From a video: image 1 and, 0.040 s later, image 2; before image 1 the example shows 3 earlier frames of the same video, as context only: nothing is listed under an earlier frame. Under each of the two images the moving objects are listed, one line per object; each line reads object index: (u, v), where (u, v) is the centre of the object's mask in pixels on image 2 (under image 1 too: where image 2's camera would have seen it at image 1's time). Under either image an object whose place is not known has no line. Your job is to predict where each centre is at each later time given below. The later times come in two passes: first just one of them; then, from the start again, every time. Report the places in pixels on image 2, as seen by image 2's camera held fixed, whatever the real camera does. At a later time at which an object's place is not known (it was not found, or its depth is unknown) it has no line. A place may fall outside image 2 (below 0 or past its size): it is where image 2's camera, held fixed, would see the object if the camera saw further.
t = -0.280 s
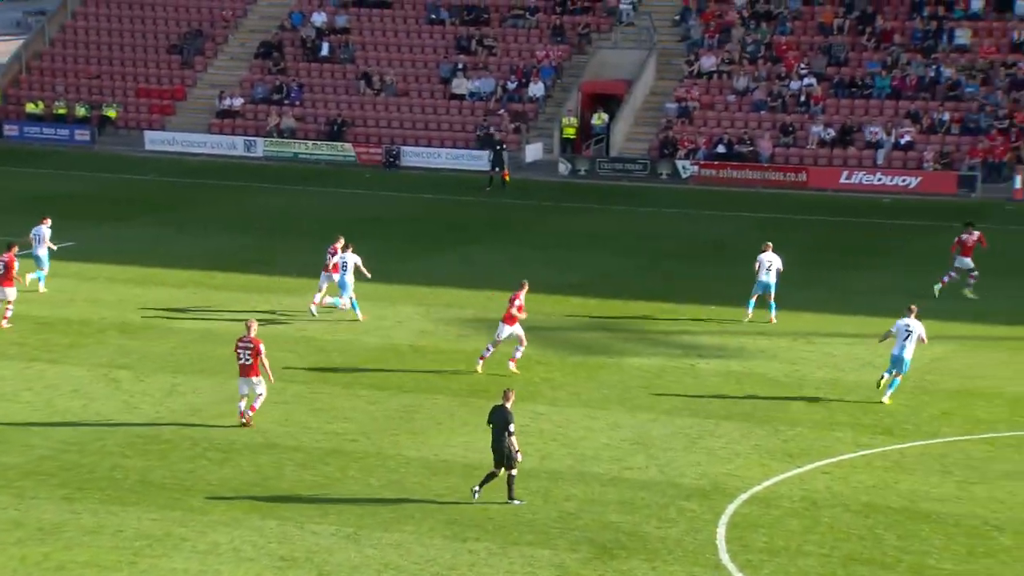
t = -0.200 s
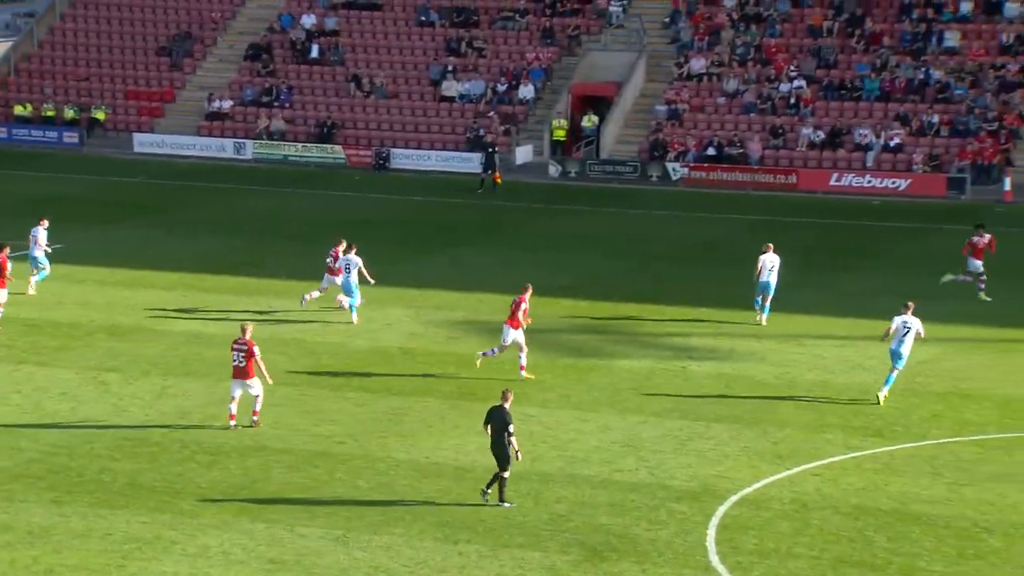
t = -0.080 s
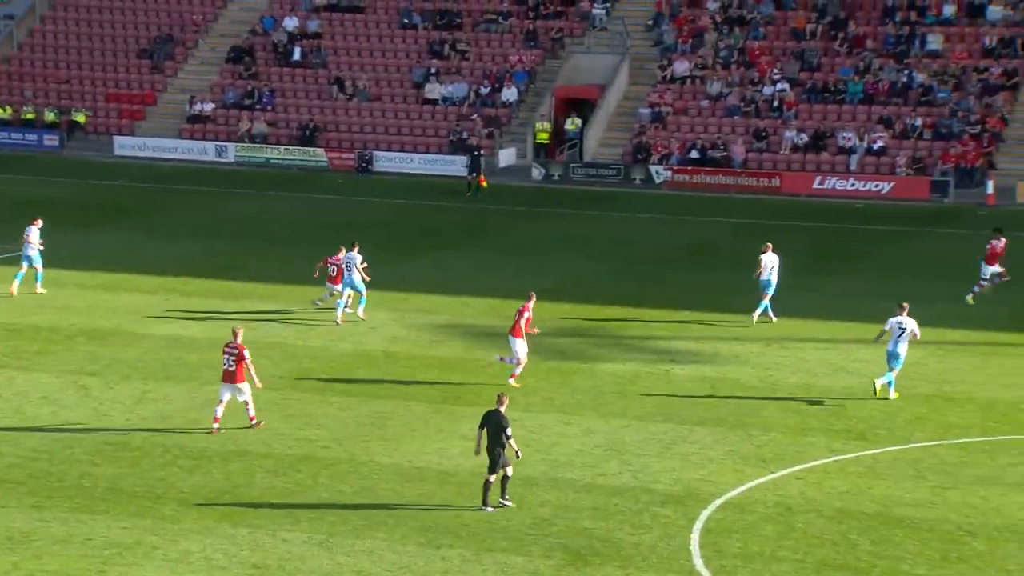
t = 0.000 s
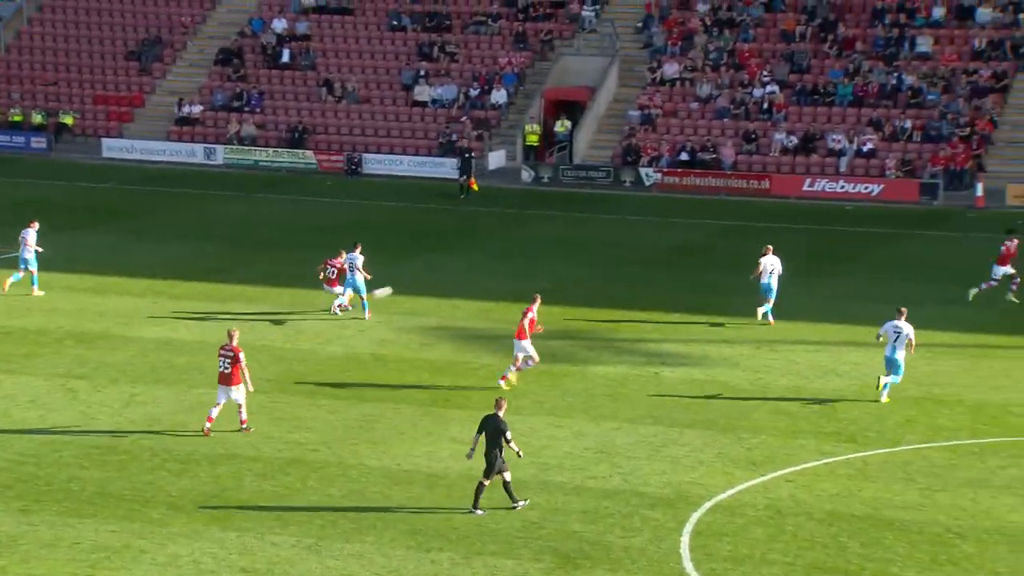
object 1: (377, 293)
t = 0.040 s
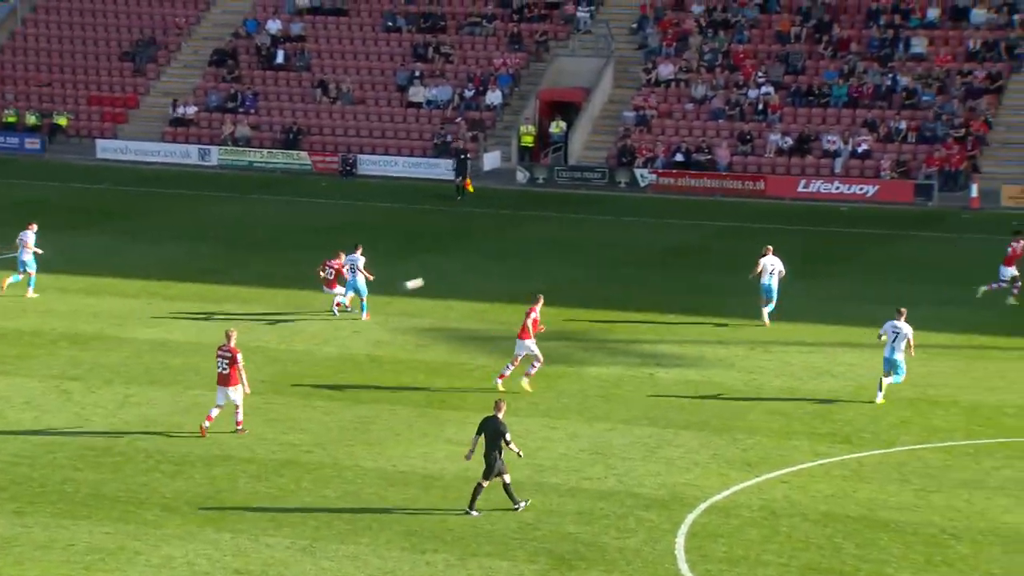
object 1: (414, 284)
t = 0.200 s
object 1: (555, 250)
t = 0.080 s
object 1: (449, 275)
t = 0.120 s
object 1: (485, 266)
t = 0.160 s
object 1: (520, 258)
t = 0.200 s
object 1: (555, 250)
